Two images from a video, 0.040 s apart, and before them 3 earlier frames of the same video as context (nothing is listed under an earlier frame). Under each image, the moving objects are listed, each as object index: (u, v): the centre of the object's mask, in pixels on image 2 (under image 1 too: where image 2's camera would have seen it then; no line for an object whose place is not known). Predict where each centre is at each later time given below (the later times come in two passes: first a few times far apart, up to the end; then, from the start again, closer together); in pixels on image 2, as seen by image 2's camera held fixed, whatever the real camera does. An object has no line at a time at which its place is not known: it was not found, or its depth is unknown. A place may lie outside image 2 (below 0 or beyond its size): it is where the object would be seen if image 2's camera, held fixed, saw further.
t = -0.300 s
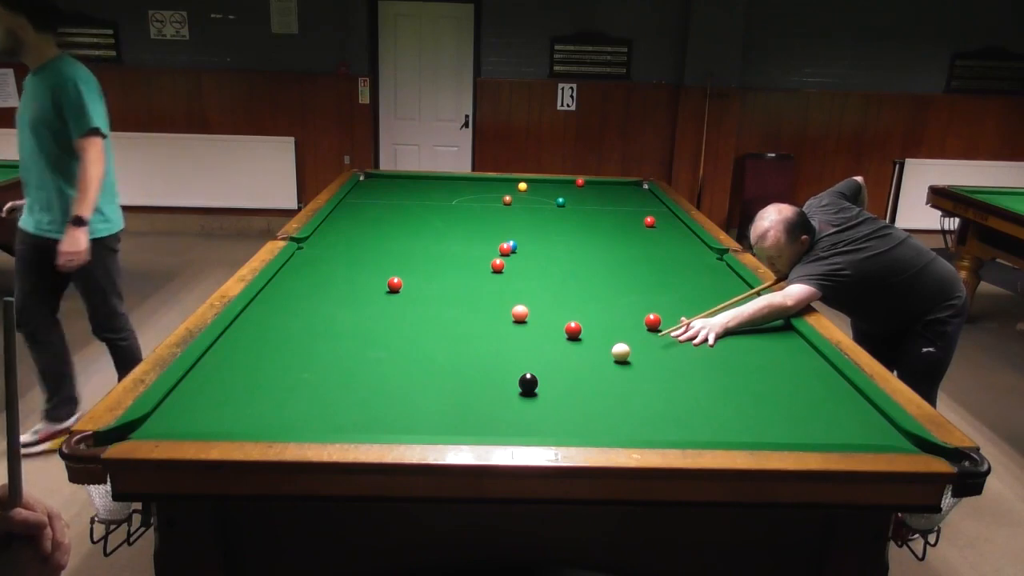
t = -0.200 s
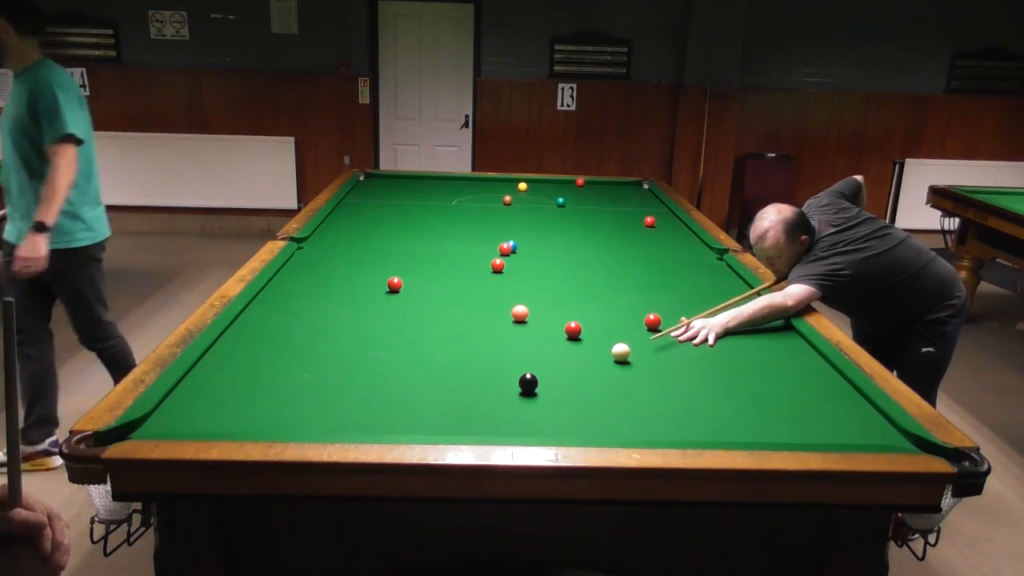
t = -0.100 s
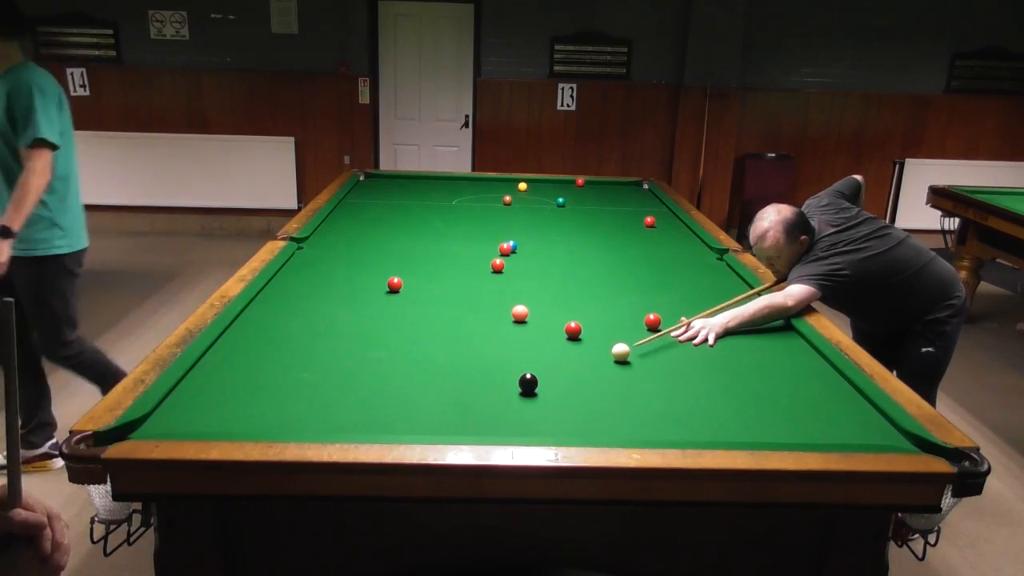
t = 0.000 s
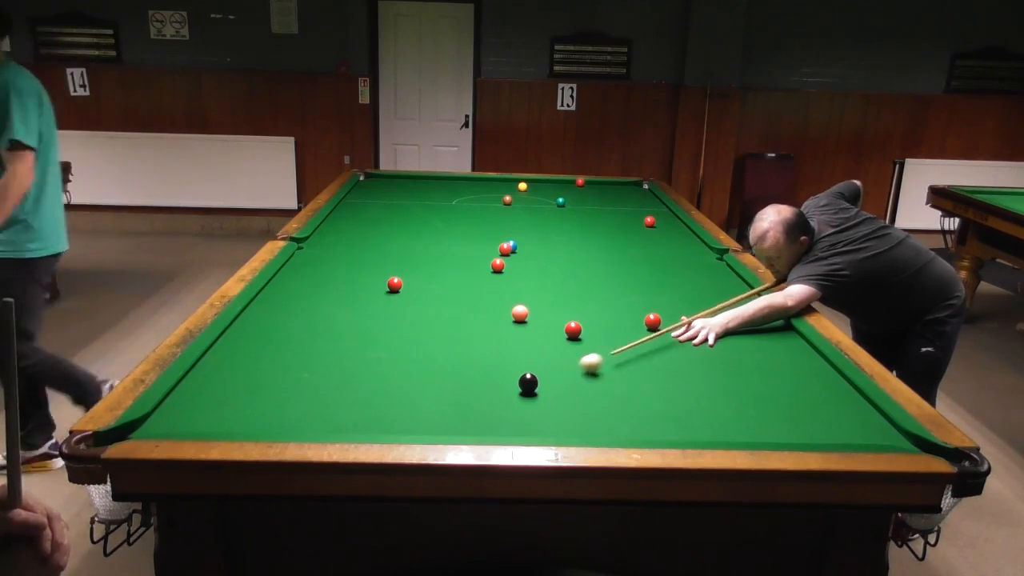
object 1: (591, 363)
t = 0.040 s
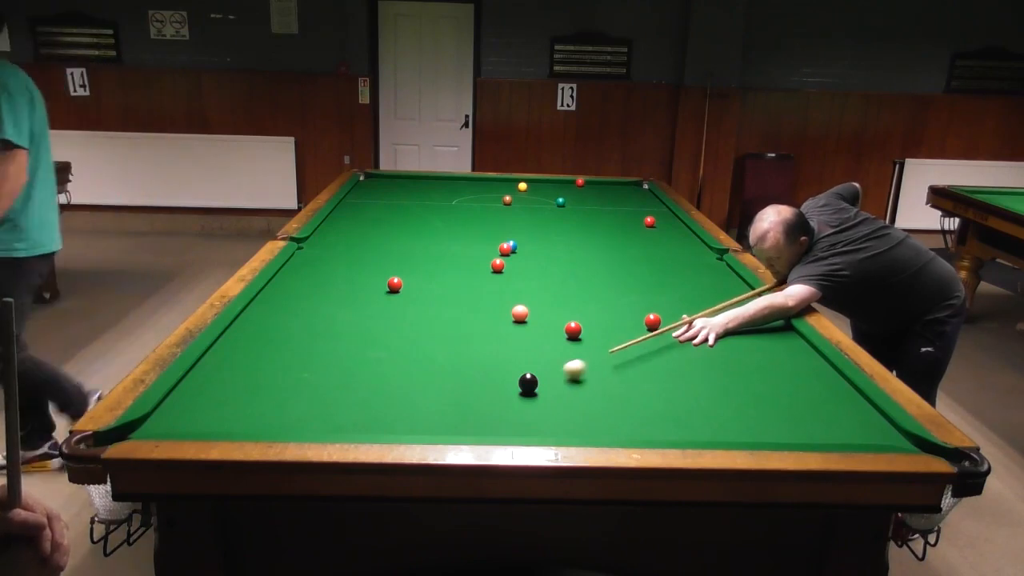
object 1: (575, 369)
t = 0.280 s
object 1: (550, 398)
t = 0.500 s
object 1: (544, 425)
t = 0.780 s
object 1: (536, 419)
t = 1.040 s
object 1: (530, 400)
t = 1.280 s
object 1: (525, 385)
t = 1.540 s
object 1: (521, 371)
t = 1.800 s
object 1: (517, 360)
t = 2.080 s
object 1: (514, 349)
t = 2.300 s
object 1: (511, 341)
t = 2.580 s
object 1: (510, 333)
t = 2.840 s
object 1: (509, 326)
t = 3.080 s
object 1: (508, 321)
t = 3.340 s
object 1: (507, 316)
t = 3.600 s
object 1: (502, 313)
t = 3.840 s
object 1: (498, 311)
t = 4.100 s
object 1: (495, 310)
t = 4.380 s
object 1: (493, 308)
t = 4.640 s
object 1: (492, 308)
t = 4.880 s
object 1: (492, 308)
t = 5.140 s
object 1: (492, 308)
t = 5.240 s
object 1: (492, 308)
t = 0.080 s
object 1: (558, 375)
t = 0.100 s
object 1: (551, 378)
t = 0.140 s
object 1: (549, 383)
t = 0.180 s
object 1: (551, 387)
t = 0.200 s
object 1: (551, 389)
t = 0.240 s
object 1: (551, 394)
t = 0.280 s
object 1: (550, 398)
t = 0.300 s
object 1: (550, 401)
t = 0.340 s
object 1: (548, 406)
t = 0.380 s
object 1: (547, 410)
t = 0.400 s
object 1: (547, 413)
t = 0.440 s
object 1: (545, 418)
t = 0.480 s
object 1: (544, 423)
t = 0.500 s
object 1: (544, 425)
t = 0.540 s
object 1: (542, 428)
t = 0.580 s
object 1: (541, 431)
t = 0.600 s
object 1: (541, 430)
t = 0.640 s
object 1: (539, 428)
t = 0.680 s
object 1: (538, 426)
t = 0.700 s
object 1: (538, 425)
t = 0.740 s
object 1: (537, 421)
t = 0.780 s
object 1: (536, 419)
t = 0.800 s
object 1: (536, 417)
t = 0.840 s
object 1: (535, 414)
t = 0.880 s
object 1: (534, 411)
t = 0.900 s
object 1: (533, 410)
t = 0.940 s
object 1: (533, 407)
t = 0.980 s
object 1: (531, 404)
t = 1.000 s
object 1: (531, 403)
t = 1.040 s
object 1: (530, 400)
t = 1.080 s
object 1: (530, 398)
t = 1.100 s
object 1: (529, 396)
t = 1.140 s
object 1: (528, 394)
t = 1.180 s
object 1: (527, 391)
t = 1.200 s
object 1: (527, 390)
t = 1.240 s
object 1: (526, 388)
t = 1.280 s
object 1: (525, 385)
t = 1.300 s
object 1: (525, 384)
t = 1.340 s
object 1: (524, 382)
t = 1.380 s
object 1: (523, 380)
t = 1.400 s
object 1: (523, 379)
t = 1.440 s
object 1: (522, 377)
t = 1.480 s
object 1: (522, 374)
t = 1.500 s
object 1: (521, 373)
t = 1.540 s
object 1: (521, 371)
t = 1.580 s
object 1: (520, 369)
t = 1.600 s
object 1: (520, 369)
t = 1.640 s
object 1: (519, 367)
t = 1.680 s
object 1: (518, 365)
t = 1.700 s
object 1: (518, 364)
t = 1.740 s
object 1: (518, 362)
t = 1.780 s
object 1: (517, 360)
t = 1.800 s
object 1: (517, 360)
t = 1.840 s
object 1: (516, 358)
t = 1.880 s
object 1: (516, 356)
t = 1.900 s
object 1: (516, 355)
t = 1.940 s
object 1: (515, 354)
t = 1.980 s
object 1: (515, 352)
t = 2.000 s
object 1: (514, 352)
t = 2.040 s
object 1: (514, 350)
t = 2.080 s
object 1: (514, 349)
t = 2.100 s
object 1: (514, 348)
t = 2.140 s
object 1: (513, 346)
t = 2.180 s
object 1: (513, 345)
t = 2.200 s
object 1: (512, 344)
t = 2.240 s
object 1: (512, 343)
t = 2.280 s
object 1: (512, 342)
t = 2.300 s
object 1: (511, 341)
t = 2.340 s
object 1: (511, 340)
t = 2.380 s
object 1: (511, 338)
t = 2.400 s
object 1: (511, 338)
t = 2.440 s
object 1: (511, 337)
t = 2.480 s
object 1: (510, 335)
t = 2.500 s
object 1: (510, 335)
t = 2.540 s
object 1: (510, 334)
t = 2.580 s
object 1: (510, 333)
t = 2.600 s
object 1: (510, 332)
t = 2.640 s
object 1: (510, 331)
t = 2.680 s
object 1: (509, 330)
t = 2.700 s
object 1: (509, 329)
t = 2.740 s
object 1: (509, 328)
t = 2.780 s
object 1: (509, 327)
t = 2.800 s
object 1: (509, 327)
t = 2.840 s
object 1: (509, 326)
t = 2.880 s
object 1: (509, 325)
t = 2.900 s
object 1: (509, 324)
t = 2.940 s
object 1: (509, 324)
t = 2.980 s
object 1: (508, 323)
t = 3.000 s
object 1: (508, 322)
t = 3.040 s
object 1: (508, 321)
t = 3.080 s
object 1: (508, 321)
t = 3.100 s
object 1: (508, 320)
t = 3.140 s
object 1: (508, 319)
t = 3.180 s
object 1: (508, 319)
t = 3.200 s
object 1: (508, 318)
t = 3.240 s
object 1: (508, 317)
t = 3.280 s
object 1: (508, 317)
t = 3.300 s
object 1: (508, 316)
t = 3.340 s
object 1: (507, 316)
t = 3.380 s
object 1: (506, 316)
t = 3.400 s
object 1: (506, 315)
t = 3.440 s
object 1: (505, 315)
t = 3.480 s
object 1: (504, 314)
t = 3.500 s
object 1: (504, 314)
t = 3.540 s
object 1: (503, 314)
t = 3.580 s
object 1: (502, 313)
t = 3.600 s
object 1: (502, 313)
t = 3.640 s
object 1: (501, 313)
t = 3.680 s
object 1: (501, 312)
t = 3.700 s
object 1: (500, 312)
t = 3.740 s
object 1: (500, 312)
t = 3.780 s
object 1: (499, 312)
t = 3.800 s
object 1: (499, 312)
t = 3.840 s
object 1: (498, 311)
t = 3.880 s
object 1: (498, 311)
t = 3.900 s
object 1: (497, 311)
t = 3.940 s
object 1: (497, 311)
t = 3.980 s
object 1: (497, 310)
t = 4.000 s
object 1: (496, 310)
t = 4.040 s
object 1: (496, 310)
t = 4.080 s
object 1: (496, 310)
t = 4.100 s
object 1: (495, 310)
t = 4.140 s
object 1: (495, 309)
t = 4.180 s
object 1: (495, 309)
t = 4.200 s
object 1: (494, 309)
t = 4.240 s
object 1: (494, 309)
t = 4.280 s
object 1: (494, 309)
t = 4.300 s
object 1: (494, 309)
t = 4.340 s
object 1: (494, 309)
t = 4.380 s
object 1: (493, 308)
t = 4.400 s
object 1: (493, 308)
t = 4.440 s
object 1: (493, 308)
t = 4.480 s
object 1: (496, 308)
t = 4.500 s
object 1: (491, 307)
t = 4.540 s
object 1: (492, 308)
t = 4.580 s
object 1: (493, 308)
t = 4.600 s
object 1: (492, 308)
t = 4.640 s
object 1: (492, 308)
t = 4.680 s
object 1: (492, 308)
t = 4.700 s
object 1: (492, 308)
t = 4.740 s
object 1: (492, 308)
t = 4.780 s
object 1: (492, 308)
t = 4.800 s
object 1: (492, 308)
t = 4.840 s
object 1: (492, 308)
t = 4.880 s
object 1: (492, 308)
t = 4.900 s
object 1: (492, 308)
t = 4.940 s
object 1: (492, 308)
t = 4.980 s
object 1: (492, 308)
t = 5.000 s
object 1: (492, 308)
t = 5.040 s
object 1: (492, 308)
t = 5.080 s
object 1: (492, 308)
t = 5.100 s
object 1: (492, 308)
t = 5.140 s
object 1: (492, 308)
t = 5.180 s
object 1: (492, 308)
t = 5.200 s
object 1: (492, 308)
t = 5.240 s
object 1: (492, 308)
